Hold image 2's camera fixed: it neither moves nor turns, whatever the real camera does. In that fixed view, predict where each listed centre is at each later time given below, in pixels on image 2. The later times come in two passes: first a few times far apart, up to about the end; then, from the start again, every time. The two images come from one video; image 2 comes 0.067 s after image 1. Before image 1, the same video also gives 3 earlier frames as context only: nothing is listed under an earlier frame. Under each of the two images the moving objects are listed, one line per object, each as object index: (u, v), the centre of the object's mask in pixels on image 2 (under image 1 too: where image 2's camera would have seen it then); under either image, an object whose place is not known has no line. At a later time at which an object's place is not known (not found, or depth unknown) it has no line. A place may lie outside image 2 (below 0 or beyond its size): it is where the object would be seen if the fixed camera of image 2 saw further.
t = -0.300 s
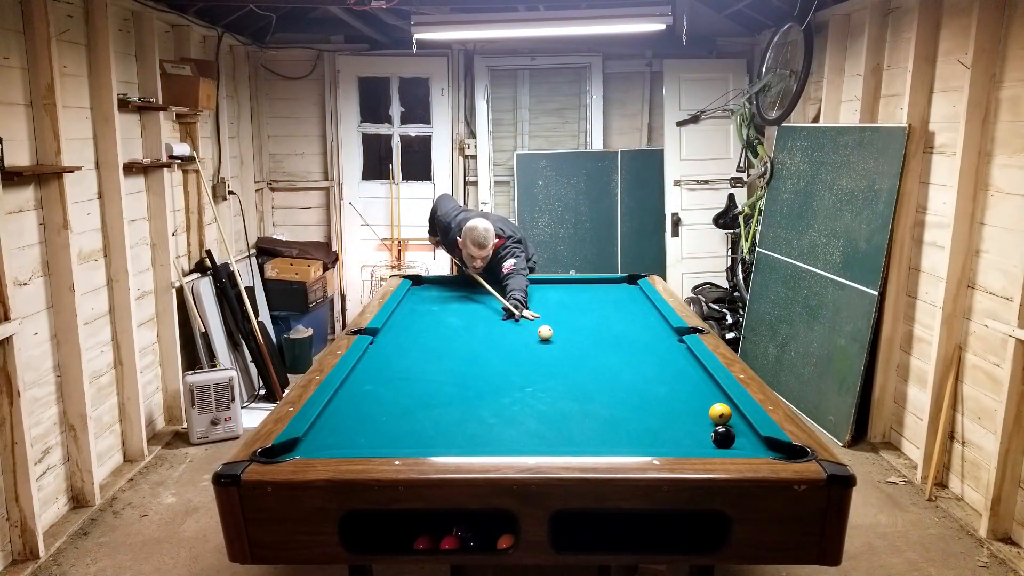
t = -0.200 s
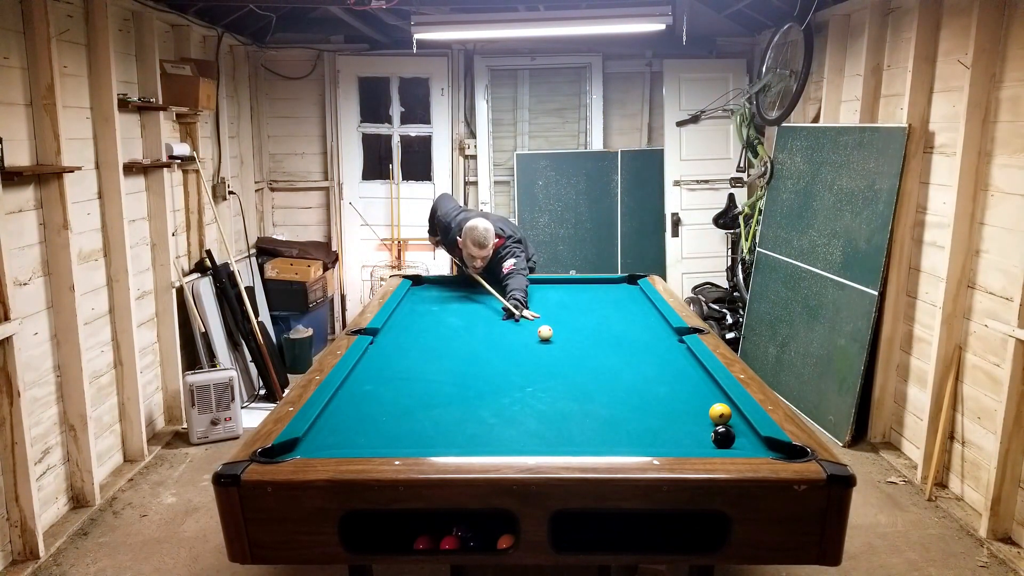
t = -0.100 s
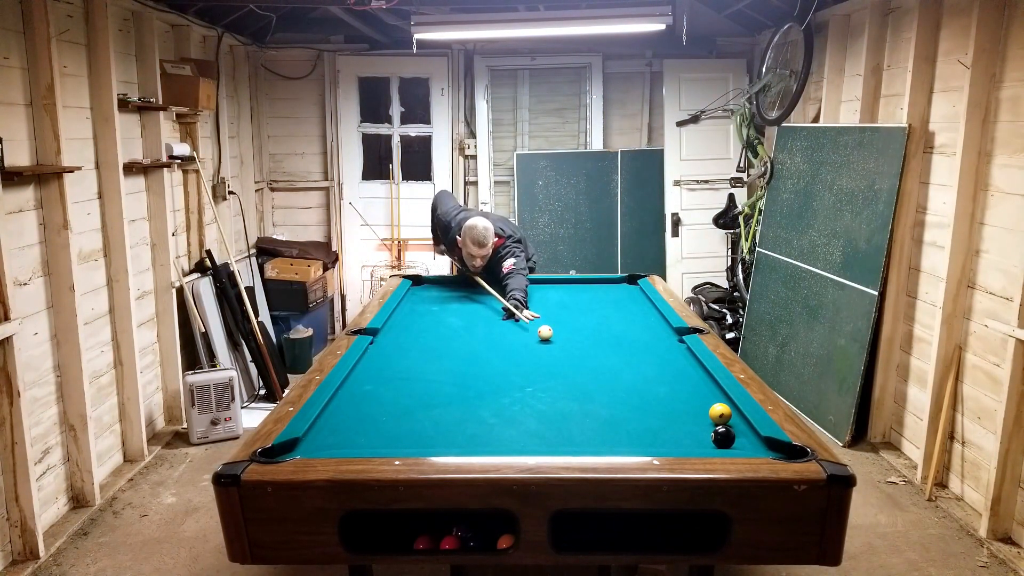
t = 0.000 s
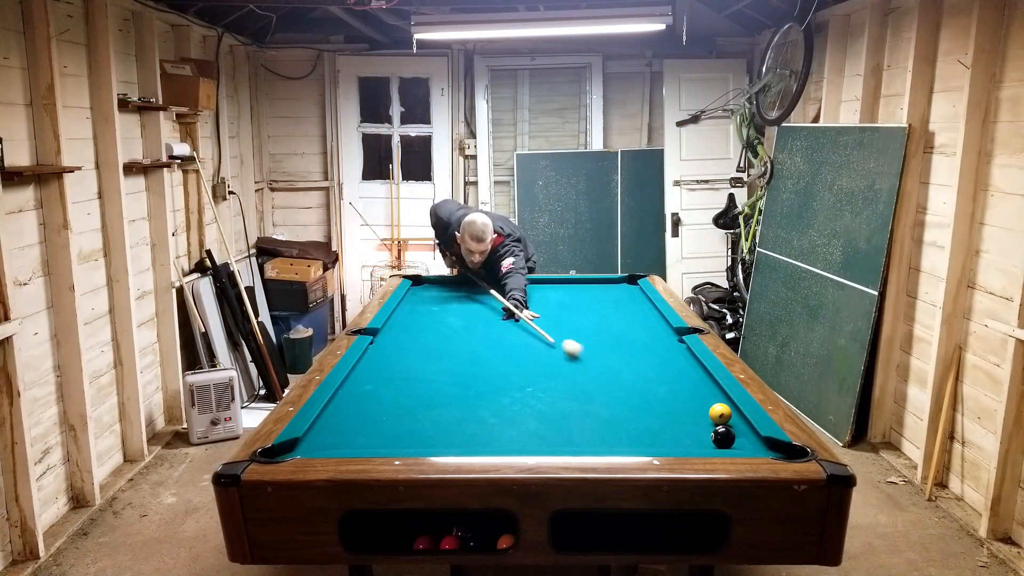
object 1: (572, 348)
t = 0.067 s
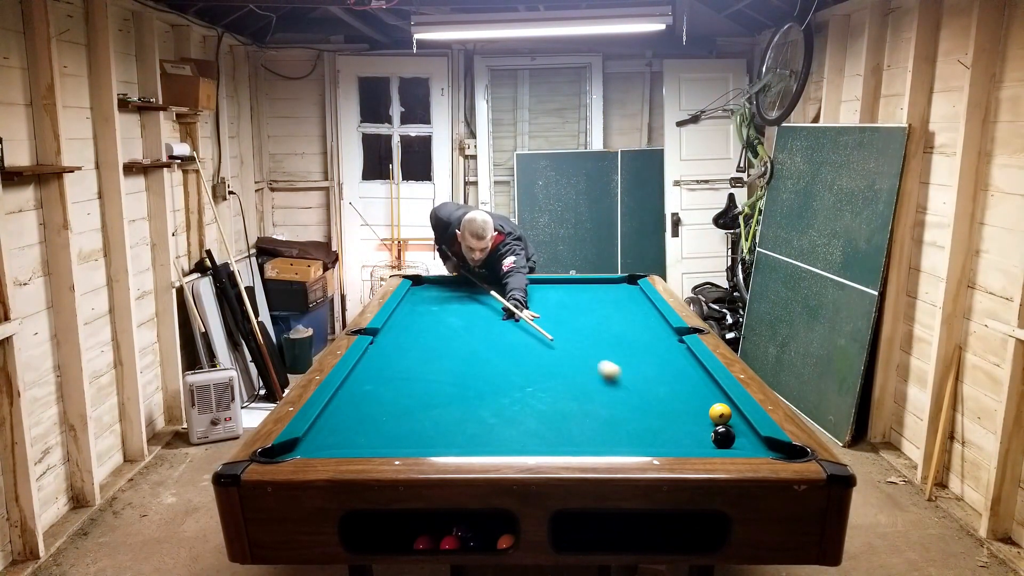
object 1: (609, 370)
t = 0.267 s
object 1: (696, 434)
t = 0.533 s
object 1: (655, 440)
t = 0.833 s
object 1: (590, 430)
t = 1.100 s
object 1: (539, 419)
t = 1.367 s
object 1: (494, 410)
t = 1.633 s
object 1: (454, 402)
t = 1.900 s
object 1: (418, 395)
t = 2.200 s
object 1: (383, 388)
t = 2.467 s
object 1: (355, 382)
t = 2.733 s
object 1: (367, 378)
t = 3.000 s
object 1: (383, 374)
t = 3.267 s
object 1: (396, 371)
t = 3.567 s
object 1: (408, 368)
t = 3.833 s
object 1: (417, 366)
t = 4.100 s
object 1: (423, 365)
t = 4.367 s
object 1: (426, 366)
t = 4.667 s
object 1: (426, 367)
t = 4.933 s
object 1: (426, 367)
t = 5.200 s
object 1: (426, 367)
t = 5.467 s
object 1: (426, 367)
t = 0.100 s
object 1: (630, 382)
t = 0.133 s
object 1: (653, 396)
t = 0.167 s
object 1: (678, 411)
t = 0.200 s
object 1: (703, 427)
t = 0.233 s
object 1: (702, 431)
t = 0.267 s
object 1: (696, 434)
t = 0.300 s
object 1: (693, 436)
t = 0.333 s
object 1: (690, 438)
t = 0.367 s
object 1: (687, 440)
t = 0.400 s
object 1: (684, 441)
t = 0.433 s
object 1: (680, 443)
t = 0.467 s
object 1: (671, 441)
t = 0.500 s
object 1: (663, 441)
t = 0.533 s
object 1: (655, 440)
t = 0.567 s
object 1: (647, 439)
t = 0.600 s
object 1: (640, 438)
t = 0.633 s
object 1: (632, 437)
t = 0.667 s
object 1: (625, 436)
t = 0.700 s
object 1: (618, 435)
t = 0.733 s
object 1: (610, 433)
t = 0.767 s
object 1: (603, 432)
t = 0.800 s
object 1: (596, 431)
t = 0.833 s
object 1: (590, 430)
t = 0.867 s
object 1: (583, 428)
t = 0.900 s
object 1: (576, 427)
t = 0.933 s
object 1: (570, 425)
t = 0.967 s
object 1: (563, 424)
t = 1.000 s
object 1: (557, 423)
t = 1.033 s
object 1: (551, 422)
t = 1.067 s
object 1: (545, 420)
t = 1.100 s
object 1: (539, 419)
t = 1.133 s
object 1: (533, 418)
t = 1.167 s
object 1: (527, 417)
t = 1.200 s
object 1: (521, 416)
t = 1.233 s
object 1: (515, 415)
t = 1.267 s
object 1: (510, 414)
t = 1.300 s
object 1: (504, 413)
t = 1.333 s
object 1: (499, 411)
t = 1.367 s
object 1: (494, 410)
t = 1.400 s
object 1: (488, 409)
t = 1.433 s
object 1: (483, 408)
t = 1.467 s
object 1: (478, 407)
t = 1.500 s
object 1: (473, 406)
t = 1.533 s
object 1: (468, 405)
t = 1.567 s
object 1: (463, 404)
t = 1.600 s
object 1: (459, 404)
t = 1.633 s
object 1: (454, 402)
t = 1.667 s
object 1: (449, 402)
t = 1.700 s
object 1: (444, 401)
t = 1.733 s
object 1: (440, 400)
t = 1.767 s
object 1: (435, 399)
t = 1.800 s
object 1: (431, 398)
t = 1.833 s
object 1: (427, 397)
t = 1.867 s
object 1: (423, 396)
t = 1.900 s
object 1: (418, 395)
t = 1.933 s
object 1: (414, 395)
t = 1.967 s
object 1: (410, 394)
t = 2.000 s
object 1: (406, 393)
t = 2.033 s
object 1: (402, 392)
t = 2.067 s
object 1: (398, 391)
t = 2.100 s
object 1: (394, 390)
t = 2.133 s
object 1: (390, 390)
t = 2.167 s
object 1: (387, 389)
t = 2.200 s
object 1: (383, 388)
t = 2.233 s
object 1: (379, 387)
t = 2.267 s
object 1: (376, 387)
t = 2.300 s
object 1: (372, 386)
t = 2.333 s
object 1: (368, 385)
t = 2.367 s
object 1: (365, 385)
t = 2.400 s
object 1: (362, 384)
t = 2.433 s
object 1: (358, 383)
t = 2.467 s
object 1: (355, 382)
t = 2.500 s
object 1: (352, 382)
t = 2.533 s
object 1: (353, 381)
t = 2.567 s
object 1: (356, 381)
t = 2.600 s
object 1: (358, 380)
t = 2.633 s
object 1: (360, 380)
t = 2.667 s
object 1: (362, 379)
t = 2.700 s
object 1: (365, 379)
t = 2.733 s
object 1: (367, 378)
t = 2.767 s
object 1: (369, 378)
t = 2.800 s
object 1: (371, 377)
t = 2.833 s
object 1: (373, 376)
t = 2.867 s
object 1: (376, 376)
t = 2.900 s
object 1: (377, 375)
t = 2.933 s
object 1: (379, 375)
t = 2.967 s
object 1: (381, 375)
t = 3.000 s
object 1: (383, 374)
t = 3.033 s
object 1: (385, 374)
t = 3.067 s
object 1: (387, 373)
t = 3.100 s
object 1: (388, 373)
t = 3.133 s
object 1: (390, 373)
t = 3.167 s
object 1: (392, 372)
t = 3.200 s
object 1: (393, 372)
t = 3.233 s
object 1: (395, 371)
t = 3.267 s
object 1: (396, 371)
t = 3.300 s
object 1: (398, 371)
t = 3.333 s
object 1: (399, 370)
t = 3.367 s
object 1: (401, 370)
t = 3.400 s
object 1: (402, 369)
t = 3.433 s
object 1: (403, 369)
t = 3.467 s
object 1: (405, 369)
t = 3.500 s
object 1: (406, 368)
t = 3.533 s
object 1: (407, 368)
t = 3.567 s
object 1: (408, 368)
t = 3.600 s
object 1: (410, 368)
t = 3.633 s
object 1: (411, 367)
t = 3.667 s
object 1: (412, 367)
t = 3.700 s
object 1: (413, 367)
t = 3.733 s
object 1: (414, 367)
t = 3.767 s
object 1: (415, 366)
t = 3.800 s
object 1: (416, 366)
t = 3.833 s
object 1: (417, 366)
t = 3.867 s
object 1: (418, 366)
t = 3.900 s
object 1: (419, 366)
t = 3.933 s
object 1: (420, 366)
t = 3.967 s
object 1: (421, 365)
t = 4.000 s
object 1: (421, 365)
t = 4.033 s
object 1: (422, 365)
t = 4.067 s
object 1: (423, 365)
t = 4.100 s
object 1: (423, 365)
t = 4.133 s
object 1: (424, 365)
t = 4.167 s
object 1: (424, 365)
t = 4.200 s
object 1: (425, 365)
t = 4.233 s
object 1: (425, 365)
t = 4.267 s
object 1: (425, 366)
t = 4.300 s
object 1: (426, 366)
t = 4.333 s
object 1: (426, 366)
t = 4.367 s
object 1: (426, 366)
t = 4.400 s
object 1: (426, 366)
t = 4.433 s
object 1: (426, 366)
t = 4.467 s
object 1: (426, 367)
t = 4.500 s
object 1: (426, 367)
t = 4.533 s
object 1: (426, 367)
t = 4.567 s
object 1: (426, 367)
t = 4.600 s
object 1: (426, 367)
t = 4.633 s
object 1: (426, 367)
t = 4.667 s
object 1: (426, 367)
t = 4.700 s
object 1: (426, 367)
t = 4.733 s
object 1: (426, 367)
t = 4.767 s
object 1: (426, 367)
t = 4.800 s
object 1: (426, 367)
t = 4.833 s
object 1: (426, 367)
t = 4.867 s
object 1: (426, 367)
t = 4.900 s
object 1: (426, 367)
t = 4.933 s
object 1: (426, 367)
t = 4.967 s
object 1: (426, 367)
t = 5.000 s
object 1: (426, 367)
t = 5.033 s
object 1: (426, 367)
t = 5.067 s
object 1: (426, 367)
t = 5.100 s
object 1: (426, 367)
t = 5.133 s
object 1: (426, 367)
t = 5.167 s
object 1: (426, 367)
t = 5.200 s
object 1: (426, 367)
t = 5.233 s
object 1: (426, 367)
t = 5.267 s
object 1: (427, 367)
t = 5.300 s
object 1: (427, 367)
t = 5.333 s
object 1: (427, 367)
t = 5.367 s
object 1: (427, 367)
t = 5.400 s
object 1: (427, 367)
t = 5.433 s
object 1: (426, 367)
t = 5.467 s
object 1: (426, 367)
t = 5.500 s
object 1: (427, 367)
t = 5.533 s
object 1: (426, 367)
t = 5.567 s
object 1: (426, 367)
